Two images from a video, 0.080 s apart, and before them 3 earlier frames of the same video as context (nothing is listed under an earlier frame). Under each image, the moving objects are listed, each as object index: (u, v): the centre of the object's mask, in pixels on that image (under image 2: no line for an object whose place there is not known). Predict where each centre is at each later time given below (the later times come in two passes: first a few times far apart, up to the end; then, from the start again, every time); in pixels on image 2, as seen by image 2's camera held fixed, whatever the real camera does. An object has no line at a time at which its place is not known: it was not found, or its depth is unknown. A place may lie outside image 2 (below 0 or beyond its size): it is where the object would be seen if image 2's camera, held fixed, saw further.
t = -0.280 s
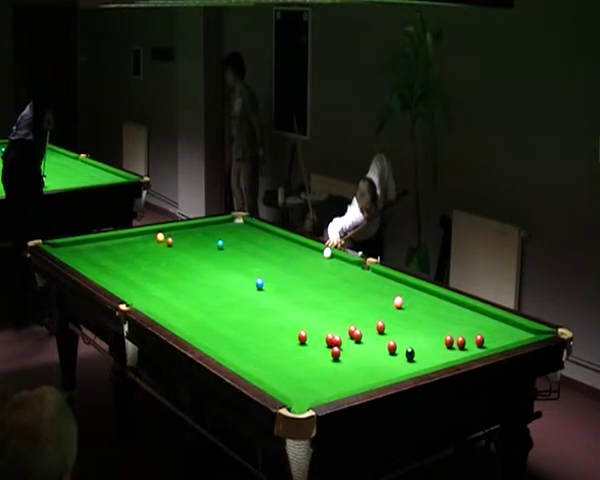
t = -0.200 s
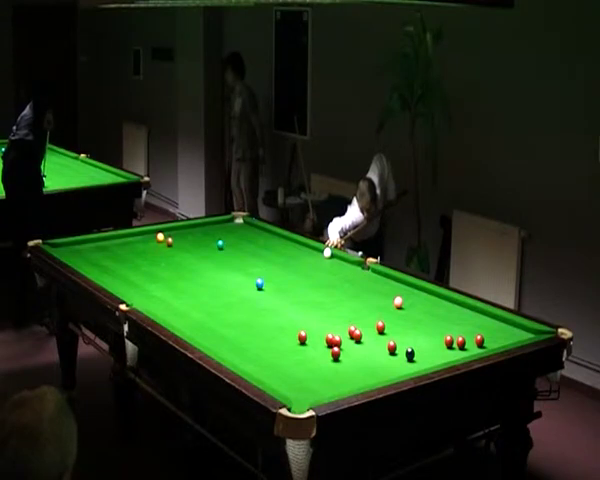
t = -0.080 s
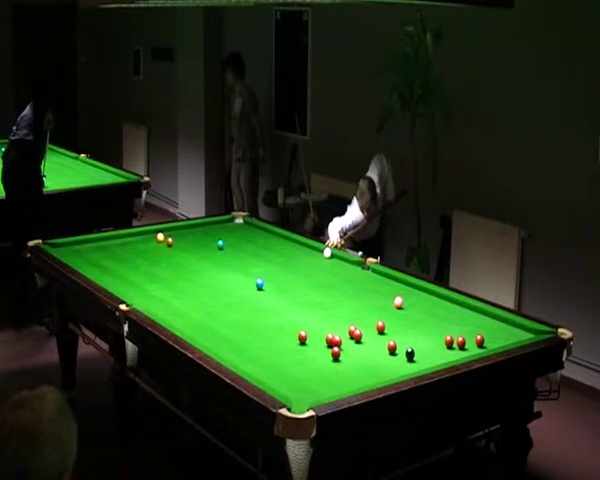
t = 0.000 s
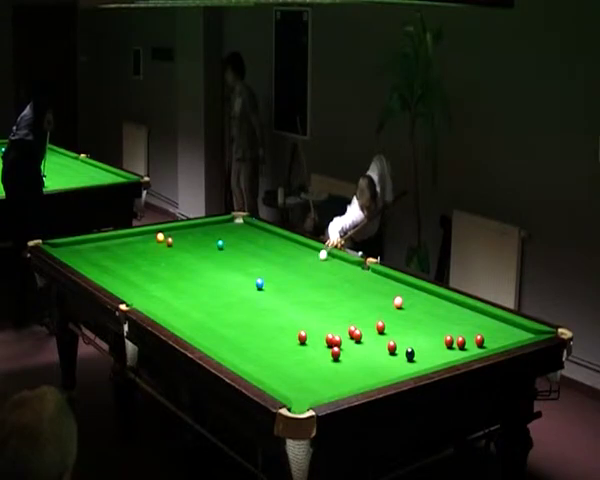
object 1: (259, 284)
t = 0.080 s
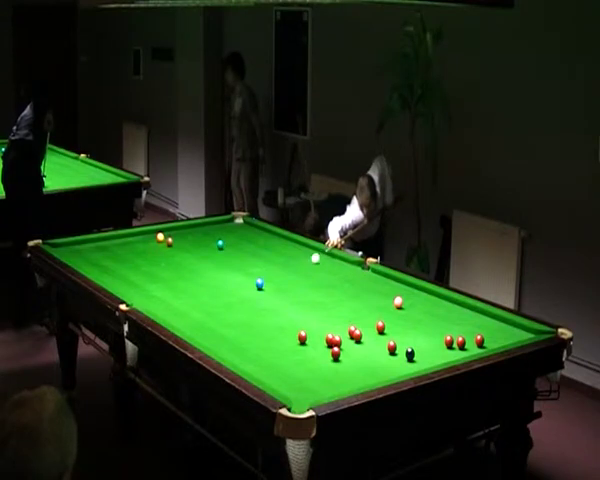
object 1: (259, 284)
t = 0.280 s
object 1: (259, 284)
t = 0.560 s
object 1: (259, 284)
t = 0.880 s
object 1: (224, 292)
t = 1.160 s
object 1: (195, 299)
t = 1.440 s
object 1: (167, 305)
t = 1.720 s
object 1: (152, 306)
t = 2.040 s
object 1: (159, 302)
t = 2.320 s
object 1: (166, 297)
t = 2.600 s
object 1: (172, 293)
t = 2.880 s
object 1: (177, 289)
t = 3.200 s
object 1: (182, 286)
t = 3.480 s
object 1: (186, 283)
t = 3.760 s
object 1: (190, 280)
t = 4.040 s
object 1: (193, 278)
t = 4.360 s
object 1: (196, 276)
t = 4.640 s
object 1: (198, 275)
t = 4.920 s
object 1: (200, 273)
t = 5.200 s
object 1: (201, 273)
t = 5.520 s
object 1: (202, 272)
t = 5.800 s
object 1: (202, 272)
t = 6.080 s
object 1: (203, 272)
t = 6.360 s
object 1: (203, 272)
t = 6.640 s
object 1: (203, 272)
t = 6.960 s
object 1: (203, 272)
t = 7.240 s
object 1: (203, 272)
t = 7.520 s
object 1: (203, 272)
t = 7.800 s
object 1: (203, 272)
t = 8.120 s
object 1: (203, 272)
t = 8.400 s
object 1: (203, 272)
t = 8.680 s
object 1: (203, 272)
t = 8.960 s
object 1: (203, 272)
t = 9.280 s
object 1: (203, 272)
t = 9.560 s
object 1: (203, 272)
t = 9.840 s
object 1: (203, 272)
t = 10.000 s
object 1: (203, 272)
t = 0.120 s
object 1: (259, 284)
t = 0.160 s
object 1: (259, 284)
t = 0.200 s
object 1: (259, 284)
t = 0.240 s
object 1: (259, 284)
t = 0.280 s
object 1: (259, 284)
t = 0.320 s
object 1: (259, 284)
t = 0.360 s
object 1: (259, 284)
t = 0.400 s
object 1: (260, 283)
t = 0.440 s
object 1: (260, 283)
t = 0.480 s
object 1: (259, 283)
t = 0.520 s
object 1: (259, 283)
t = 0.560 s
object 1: (259, 284)
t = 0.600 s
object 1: (255, 285)
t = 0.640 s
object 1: (249, 286)
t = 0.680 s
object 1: (244, 288)
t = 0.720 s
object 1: (240, 288)
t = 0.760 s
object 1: (236, 289)
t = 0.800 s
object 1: (231, 290)
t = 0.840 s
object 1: (228, 291)
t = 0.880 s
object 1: (224, 292)
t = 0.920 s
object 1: (220, 293)
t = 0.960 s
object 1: (216, 294)
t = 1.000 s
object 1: (211, 295)
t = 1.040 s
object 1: (207, 296)
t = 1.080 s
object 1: (203, 297)
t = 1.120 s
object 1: (199, 298)
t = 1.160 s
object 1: (195, 299)
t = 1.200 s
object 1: (191, 299)
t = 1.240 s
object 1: (188, 301)
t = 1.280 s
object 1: (183, 301)
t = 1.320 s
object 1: (179, 302)
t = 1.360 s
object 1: (175, 303)
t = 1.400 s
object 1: (171, 304)
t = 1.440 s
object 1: (167, 305)
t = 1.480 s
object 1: (163, 306)
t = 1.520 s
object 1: (159, 307)
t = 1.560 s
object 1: (155, 307)
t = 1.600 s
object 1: (152, 307)
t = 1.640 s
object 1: (149, 306)
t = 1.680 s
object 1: (150, 306)
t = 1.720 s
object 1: (152, 306)
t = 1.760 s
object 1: (153, 306)
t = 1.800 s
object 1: (154, 305)
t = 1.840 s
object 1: (155, 305)
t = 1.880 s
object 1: (156, 304)
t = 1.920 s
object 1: (157, 303)
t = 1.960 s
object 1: (158, 303)
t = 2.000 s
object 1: (158, 302)
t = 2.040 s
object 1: (159, 302)
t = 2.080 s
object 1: (160, 301)
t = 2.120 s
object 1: (161, 300)
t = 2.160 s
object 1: (162, 299)
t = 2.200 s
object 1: (163, 299)
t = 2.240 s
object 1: (164, 298)
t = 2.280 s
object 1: (165, 298)
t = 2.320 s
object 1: (166, 297)
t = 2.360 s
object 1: (167, 296)
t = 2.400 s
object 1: (168, 296)
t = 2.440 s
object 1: (169, 295)
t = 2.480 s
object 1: (169, 294)
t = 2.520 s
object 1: (170, 294)
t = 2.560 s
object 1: (171, 293)
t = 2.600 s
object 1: (172, 293)
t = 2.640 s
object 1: (172, 292)
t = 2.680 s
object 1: (173, 292)
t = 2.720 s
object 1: (174, 291)
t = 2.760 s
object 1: (175, 291)
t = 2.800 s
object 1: (175, 290)
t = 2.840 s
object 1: (176, 290)
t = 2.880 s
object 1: (177, 289)
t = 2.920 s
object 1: (177, 289)
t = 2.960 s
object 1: (178, 288)
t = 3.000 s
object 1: (179, 288)
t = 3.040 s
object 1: (179, 287)
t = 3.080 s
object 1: (180, 287)
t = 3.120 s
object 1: (181, 286)
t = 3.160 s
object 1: (182, 286)
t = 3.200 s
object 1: (182, 286)
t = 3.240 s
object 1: (183, 285)
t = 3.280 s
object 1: (183, 284)
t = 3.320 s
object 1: (184, 284)
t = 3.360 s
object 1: (184, 284)
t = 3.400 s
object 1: (185, 283)
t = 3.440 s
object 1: (186, 283)
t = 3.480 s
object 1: (186, 283)
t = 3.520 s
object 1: (187, 282)
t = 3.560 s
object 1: (187, 282)
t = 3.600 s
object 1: (188, 282)
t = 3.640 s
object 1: (189, 281)
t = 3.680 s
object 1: (189, 281)
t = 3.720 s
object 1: (190, 281)
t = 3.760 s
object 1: (190, 280)
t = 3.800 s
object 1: (191, 280)
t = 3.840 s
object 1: (191, 280)
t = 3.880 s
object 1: (191, 279)
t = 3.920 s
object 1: (192, 279)
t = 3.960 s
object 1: (192, 279)
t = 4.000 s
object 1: (193, 278)
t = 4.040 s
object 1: (193, 278)
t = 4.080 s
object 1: (194, 278)
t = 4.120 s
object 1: (194, 277)
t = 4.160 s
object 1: (194, 277)
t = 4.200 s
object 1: (195, 277)
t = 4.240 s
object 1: (195, 277)
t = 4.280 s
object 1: (196, 277)
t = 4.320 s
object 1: (196, 276)
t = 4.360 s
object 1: (196, 276)
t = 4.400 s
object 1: (197, 276)
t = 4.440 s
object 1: (197, 276)
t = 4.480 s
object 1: (197, 275)
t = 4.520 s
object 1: (198, 275)
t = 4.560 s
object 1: (198, 275)
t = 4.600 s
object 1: (198, 275)
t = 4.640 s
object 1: (198, 275)
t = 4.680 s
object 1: (199, 275)
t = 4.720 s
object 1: (199, 274)
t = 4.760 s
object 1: (199, 274)
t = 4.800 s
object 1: (200, 274)
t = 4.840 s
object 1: (200, 274)
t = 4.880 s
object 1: (200, 274)
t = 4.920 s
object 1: (200, 273)
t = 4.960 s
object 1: (200, 273)
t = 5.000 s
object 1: (201, 273)
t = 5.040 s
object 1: (201, 273)
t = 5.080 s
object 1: (201, 273)
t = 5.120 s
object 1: (201, 273)
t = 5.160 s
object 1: (201, 273)
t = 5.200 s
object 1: (201, 273)
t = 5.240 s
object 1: (201, 273)
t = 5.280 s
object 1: (201, 273)
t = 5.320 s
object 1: (202, 273)
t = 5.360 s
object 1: (202, 272)
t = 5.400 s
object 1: (202, 272)
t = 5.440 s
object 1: (202, 272)
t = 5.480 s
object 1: (202, 272)
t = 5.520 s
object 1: (202, 272)
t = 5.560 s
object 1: (202, 272)
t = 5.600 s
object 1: (202, 272)
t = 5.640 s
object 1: (202, 272)
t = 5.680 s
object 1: (202, 272)
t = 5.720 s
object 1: (202, 272)
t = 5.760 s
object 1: (202, 272)
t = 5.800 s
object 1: (202, 272)
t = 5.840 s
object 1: (203, 272)
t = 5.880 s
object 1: (203, 272)
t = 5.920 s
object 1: (203, 272)
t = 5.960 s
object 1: (203, 272)
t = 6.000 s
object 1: (203, 272)
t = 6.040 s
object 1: (203, 272)
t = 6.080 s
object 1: (203, 272)
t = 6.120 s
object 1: (203, 272)
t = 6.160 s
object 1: (203, 272)
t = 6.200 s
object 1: (203, 272)
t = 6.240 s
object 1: (203, 272)
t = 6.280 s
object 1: (203, 272)
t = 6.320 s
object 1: (203, 272)
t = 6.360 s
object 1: (203, 272)
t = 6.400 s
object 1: (203, 272)
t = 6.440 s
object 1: (203, 272)
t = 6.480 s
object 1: (203, 272)
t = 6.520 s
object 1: (203, 272)
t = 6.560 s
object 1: (203, 272)
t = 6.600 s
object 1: (203, 272)
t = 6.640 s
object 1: (203, 272)
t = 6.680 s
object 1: (203, 272)
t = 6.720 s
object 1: (203, 272)
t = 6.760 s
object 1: (203, 272)
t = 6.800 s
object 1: (203, 272)
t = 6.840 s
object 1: (203, 272)
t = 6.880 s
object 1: (203, 272)
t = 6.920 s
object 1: (203, 272)
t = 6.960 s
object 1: (203, 272)
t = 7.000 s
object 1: (203, 272)
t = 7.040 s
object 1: (203, 272)
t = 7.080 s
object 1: (203, 272)
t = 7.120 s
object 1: (203, 272)
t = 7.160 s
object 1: (203, 272)
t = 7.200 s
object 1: (203, 272)
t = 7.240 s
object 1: (203, 272)
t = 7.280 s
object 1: (203, 272)
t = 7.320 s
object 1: (203, 272)
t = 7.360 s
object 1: (203, 272)
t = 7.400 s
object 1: (203, 272)
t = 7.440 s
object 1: (203, 272)
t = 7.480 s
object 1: (203, 272)
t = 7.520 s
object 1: (203, 272)
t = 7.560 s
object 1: (203, 272)
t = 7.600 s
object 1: (203, 272)
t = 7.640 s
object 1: (203, 272)
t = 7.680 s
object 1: (203, 272)
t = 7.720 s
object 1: (203, 272)
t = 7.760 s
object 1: (203, 272)
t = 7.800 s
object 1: (203, 272)
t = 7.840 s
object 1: (203, 272)
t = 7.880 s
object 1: (203, 272)
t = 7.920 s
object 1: (203, 272)
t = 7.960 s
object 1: (203, 272)
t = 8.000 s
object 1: (203, 272)
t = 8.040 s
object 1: (203, 272)
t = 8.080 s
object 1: (203, 272)
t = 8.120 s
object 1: (203, 272)
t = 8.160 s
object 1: (203, 272)
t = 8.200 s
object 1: (203, 272)
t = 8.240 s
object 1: (203, 272)
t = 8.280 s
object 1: (203, 272)
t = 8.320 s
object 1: (203, 272)
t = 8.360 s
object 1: (203, 272)
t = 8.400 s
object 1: (203, 272)
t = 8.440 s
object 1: (203, 272)
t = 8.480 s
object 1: (203, 272)
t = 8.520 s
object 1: (203, 272)
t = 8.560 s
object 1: (203, 272)
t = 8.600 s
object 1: (203, 272)
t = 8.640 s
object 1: (203, 272)
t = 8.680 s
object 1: (203, 272)
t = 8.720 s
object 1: (203, 272)
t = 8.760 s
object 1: (203, 272)
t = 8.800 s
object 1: (203, 272)
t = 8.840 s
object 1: (203, 272)
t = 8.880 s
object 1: (203, 272)
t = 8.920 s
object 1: (203, 272)
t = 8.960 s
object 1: (203, 272)
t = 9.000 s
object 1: (203, 272)
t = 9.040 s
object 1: (203, 272)
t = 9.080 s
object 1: (203, 272)
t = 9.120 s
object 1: (203, 272)
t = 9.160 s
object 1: (203, 272)
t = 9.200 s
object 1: (203, 272)
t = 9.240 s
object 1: (203, 272)
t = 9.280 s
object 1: (203, 272)
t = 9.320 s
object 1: (203, 272)
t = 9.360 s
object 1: (203, 272)
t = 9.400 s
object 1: (203, 272)
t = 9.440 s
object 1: (203, 272)
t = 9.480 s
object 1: (203, 272)
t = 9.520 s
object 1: (203, 272)
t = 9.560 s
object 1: (203, 272)
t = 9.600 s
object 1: (203, 272)
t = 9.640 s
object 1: (203, 272)
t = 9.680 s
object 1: (203, 272)
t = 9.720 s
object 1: (203, 272)
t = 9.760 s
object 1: (203, 272)
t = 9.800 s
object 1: (203, 272)
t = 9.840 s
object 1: (203, 272)
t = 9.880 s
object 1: (203, 272)
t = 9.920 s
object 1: (203, 272)
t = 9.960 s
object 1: (203, 272)
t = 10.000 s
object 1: (203, 272)
